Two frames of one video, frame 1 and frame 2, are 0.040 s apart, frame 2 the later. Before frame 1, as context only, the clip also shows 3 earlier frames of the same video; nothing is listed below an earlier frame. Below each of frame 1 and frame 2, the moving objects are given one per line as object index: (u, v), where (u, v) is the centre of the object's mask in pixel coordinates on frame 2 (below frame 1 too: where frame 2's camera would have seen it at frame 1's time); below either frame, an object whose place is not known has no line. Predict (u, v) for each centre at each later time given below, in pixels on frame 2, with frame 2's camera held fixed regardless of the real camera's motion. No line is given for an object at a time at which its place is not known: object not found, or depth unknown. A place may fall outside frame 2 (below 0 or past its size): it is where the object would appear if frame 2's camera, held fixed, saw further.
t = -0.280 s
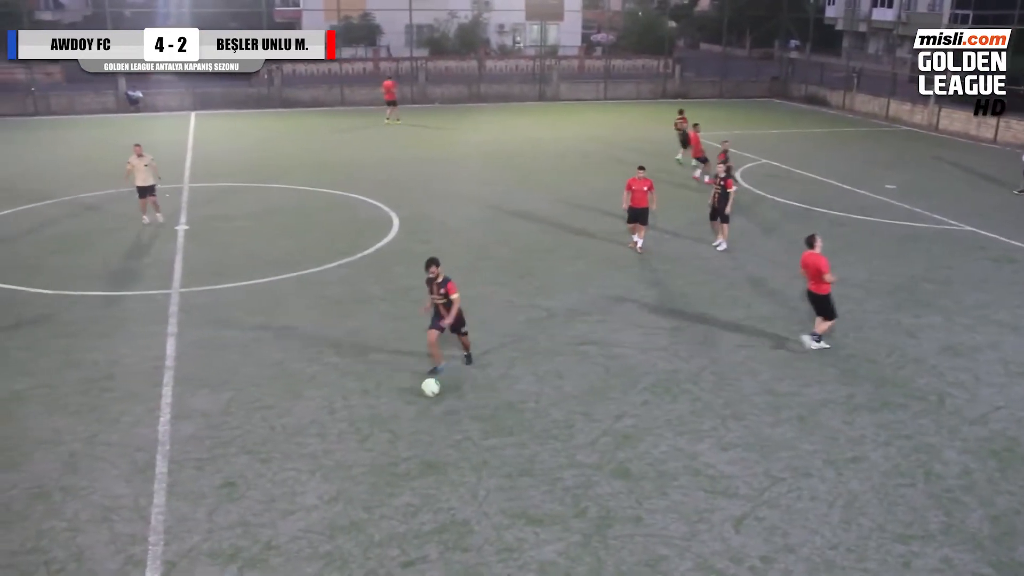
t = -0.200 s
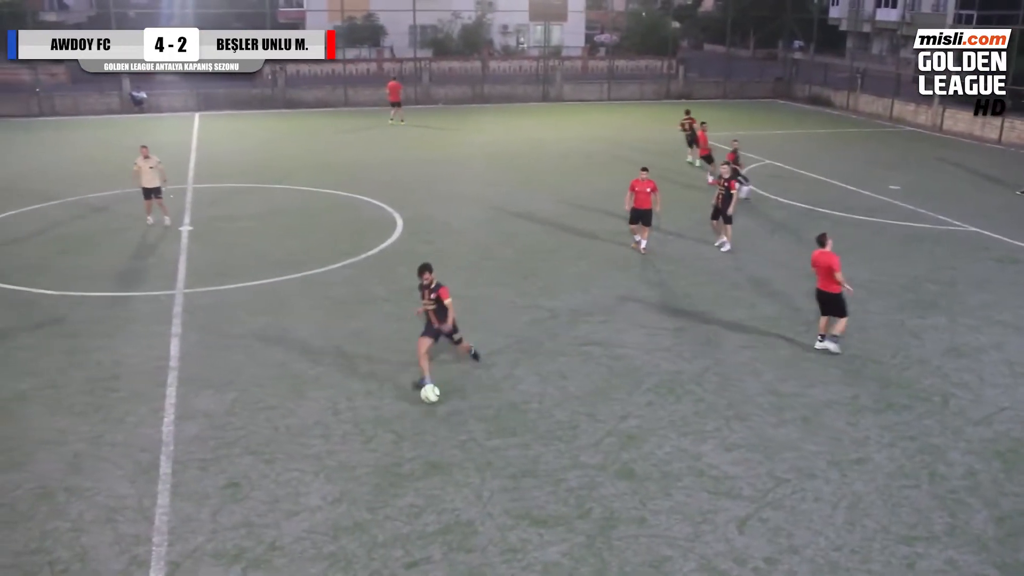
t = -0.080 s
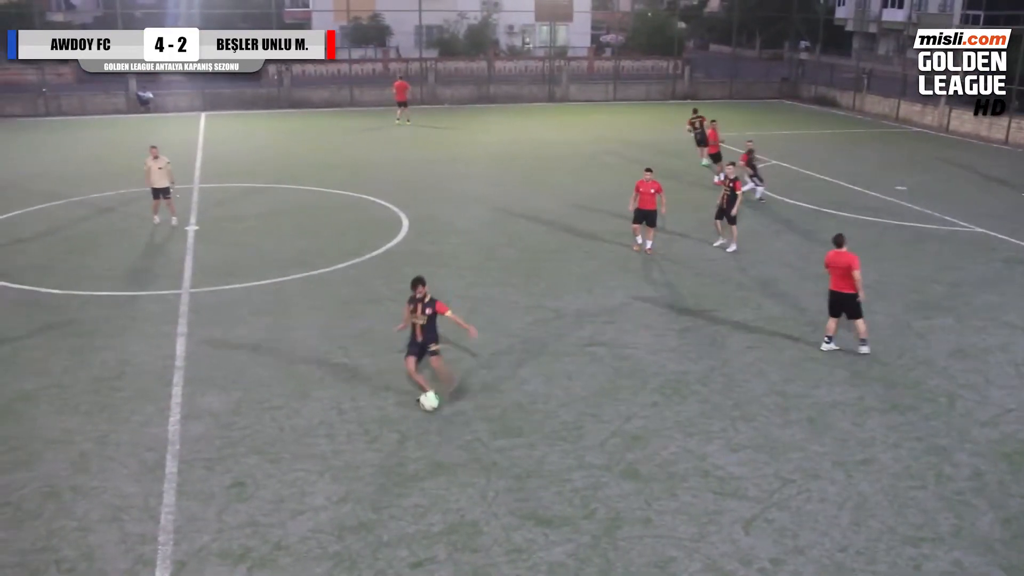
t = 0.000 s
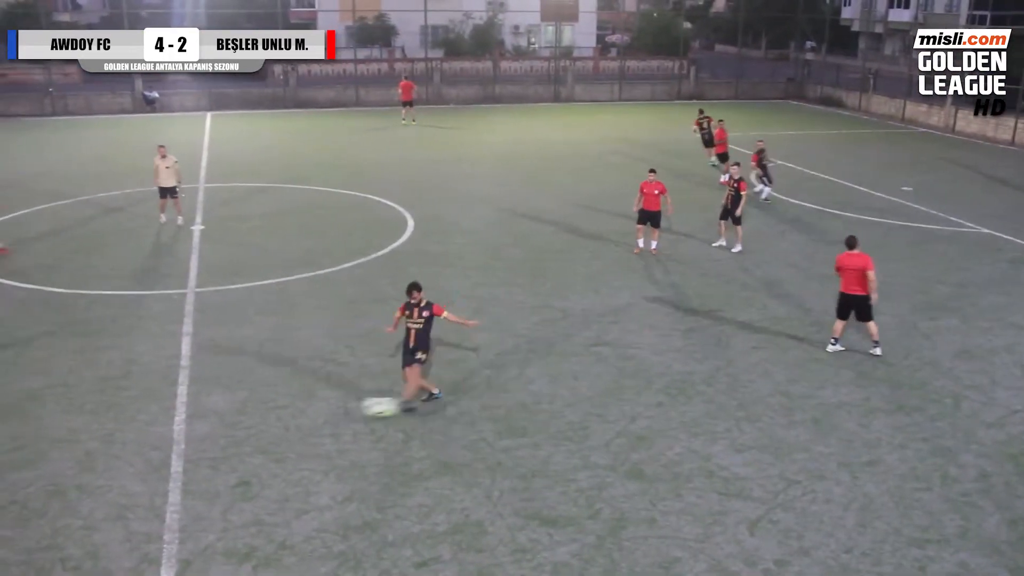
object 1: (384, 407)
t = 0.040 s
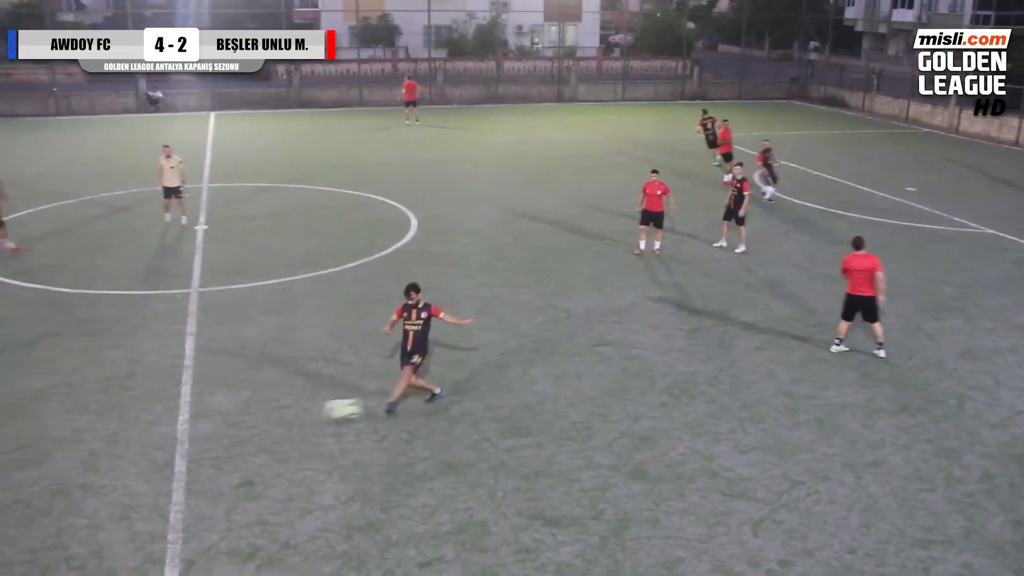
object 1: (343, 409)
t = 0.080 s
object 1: (301, 413)
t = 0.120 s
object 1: (258, 418)
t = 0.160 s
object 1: (213, 425)
